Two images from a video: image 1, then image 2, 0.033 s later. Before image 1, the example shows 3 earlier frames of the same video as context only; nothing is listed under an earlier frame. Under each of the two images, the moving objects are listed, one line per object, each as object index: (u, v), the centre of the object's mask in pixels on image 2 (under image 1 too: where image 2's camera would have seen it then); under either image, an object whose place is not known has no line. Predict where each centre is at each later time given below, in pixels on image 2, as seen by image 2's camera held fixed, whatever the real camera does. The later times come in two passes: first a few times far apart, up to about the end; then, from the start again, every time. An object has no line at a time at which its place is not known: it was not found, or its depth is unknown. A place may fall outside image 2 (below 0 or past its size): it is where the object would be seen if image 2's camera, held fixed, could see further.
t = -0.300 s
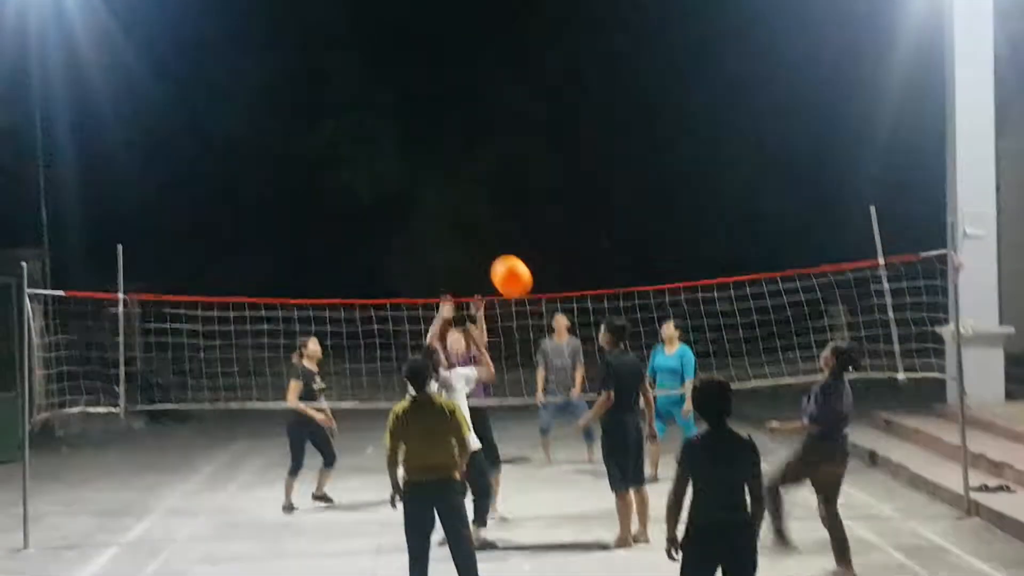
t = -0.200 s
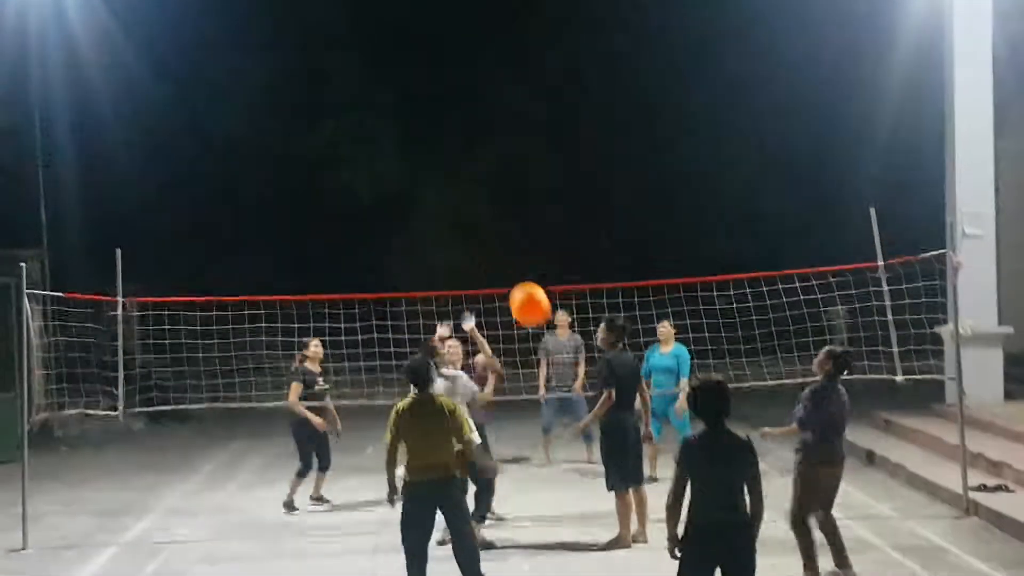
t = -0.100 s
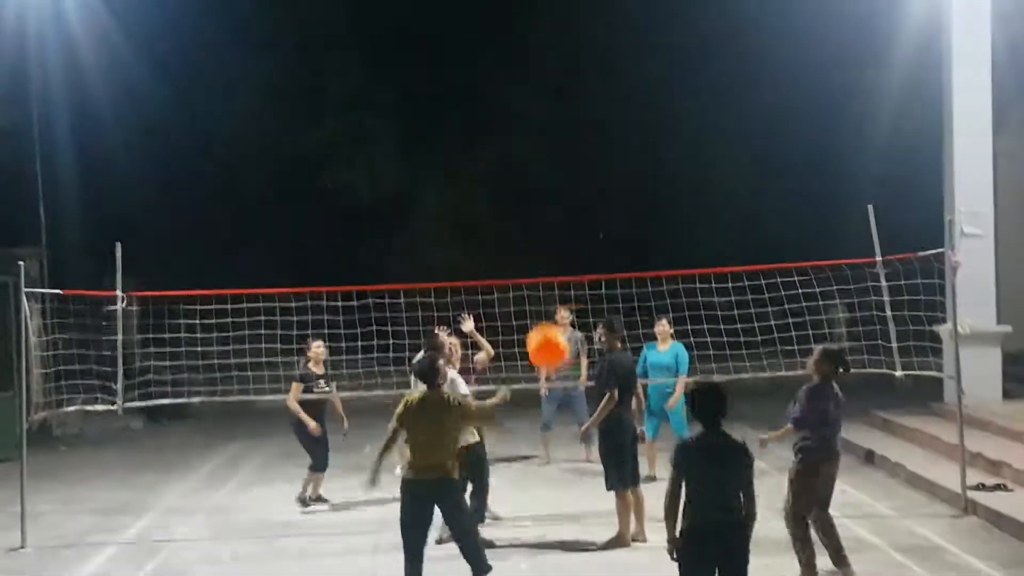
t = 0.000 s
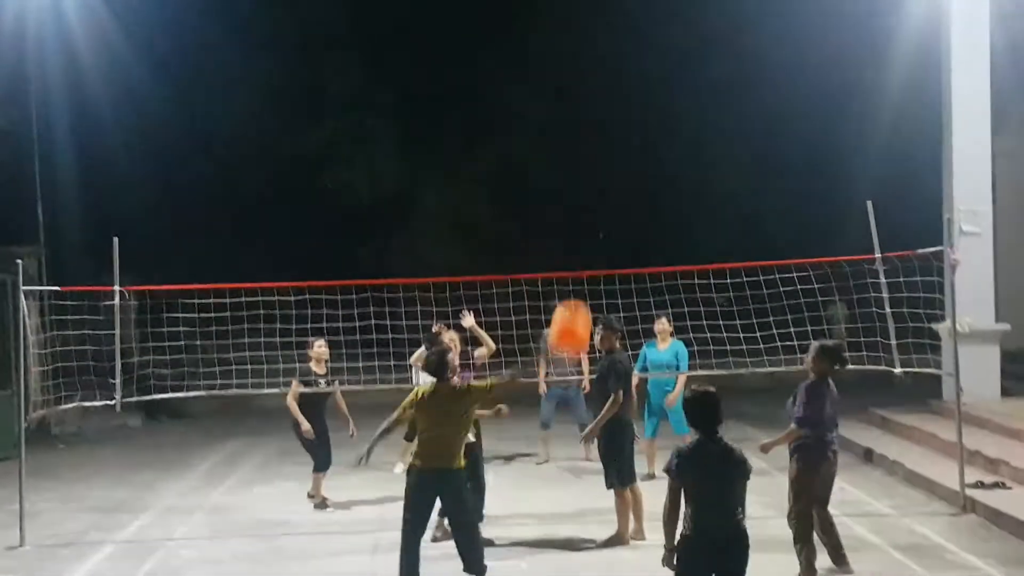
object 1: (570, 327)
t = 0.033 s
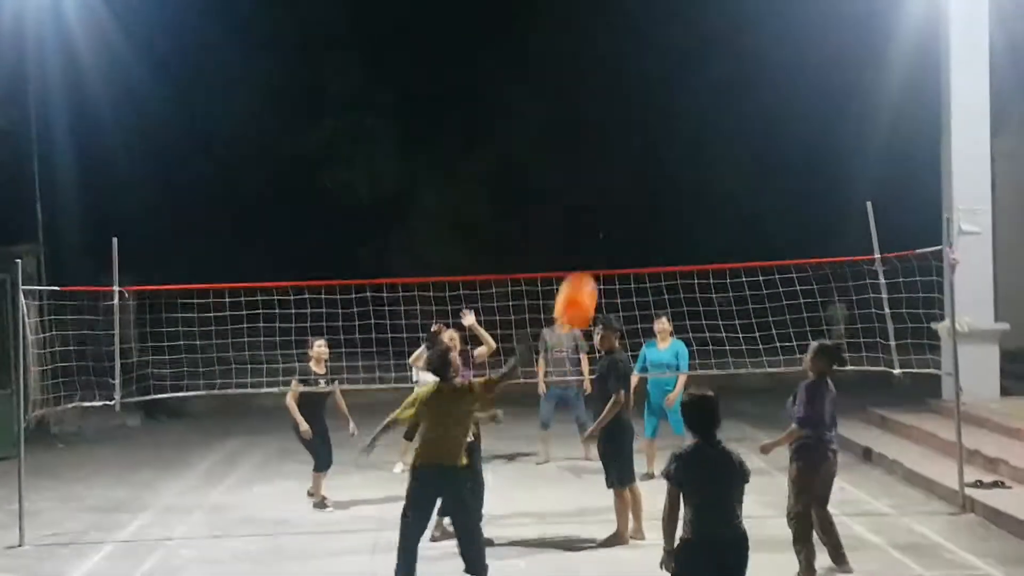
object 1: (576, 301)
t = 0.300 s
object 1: (622, 162)
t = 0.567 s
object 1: (657, 140)
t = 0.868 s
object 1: (692, 213)
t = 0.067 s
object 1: (582, 277)
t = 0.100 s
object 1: (588, 254)
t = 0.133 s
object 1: (594, 234)
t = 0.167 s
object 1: (600, 216)
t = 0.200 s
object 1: (606, 200)
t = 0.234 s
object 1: (612, 185)
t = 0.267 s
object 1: (617, 173)
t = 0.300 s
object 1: (622, 162)
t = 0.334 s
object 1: (626, 154)
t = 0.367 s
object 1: (631, 147)
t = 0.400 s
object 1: (636, 142)
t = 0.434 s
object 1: (640, 138)
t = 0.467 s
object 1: (644, 136)
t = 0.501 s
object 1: (649, 136)
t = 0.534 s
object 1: (653, 137)
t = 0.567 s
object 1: (657, 140)
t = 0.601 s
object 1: (661, 143)
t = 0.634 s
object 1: (665, 148)
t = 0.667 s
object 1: (669, 154)
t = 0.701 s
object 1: (673, 161)
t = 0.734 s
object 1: (677, 169)
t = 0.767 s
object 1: (681, 178)
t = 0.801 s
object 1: (685, 189)
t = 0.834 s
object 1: (689, 200)
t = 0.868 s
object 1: (692, 213)
